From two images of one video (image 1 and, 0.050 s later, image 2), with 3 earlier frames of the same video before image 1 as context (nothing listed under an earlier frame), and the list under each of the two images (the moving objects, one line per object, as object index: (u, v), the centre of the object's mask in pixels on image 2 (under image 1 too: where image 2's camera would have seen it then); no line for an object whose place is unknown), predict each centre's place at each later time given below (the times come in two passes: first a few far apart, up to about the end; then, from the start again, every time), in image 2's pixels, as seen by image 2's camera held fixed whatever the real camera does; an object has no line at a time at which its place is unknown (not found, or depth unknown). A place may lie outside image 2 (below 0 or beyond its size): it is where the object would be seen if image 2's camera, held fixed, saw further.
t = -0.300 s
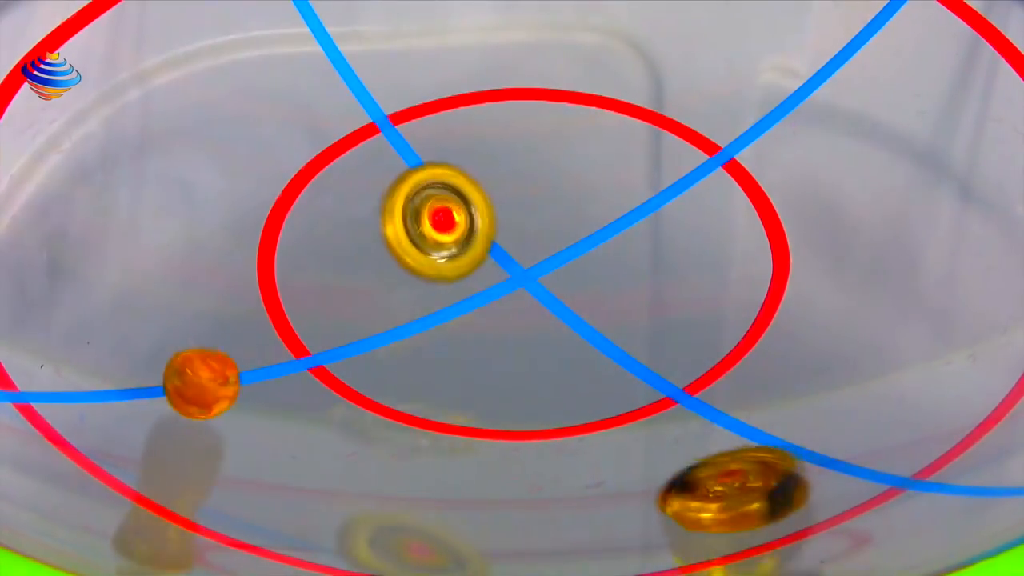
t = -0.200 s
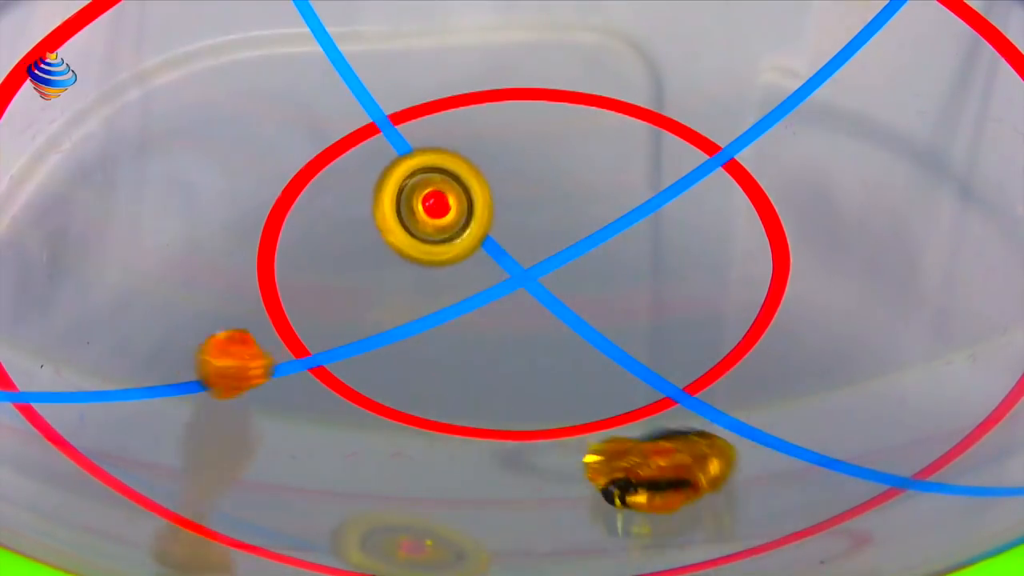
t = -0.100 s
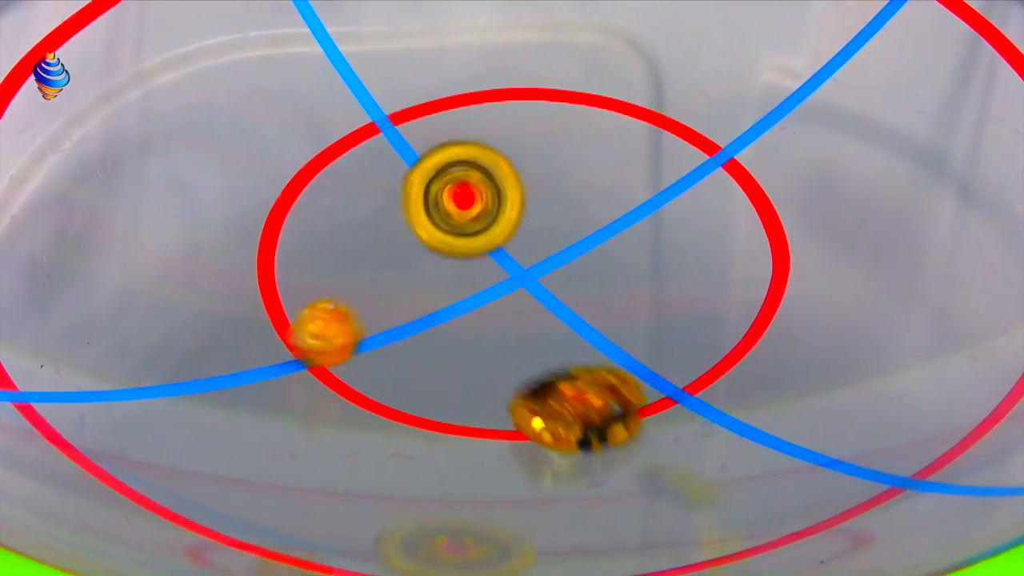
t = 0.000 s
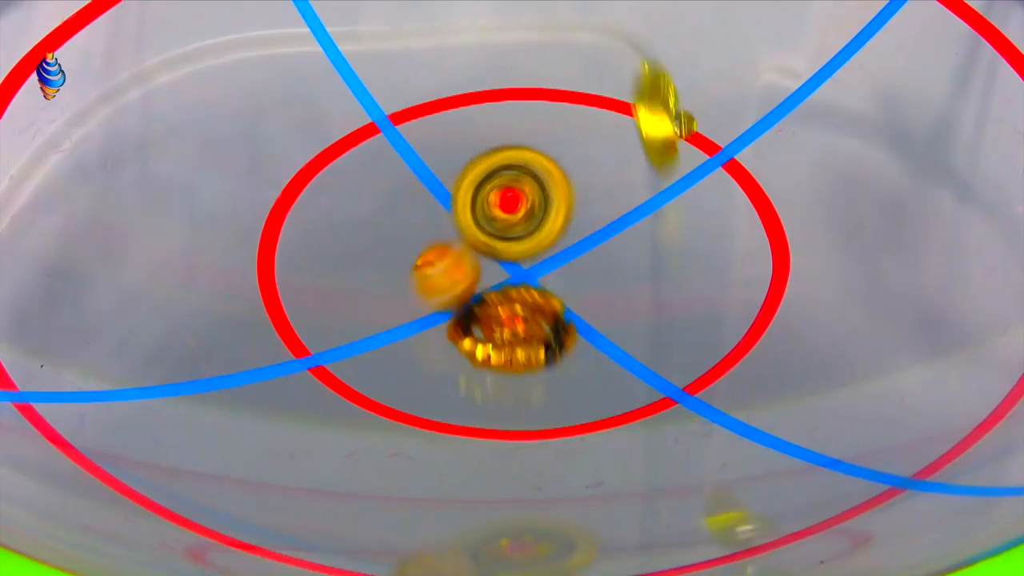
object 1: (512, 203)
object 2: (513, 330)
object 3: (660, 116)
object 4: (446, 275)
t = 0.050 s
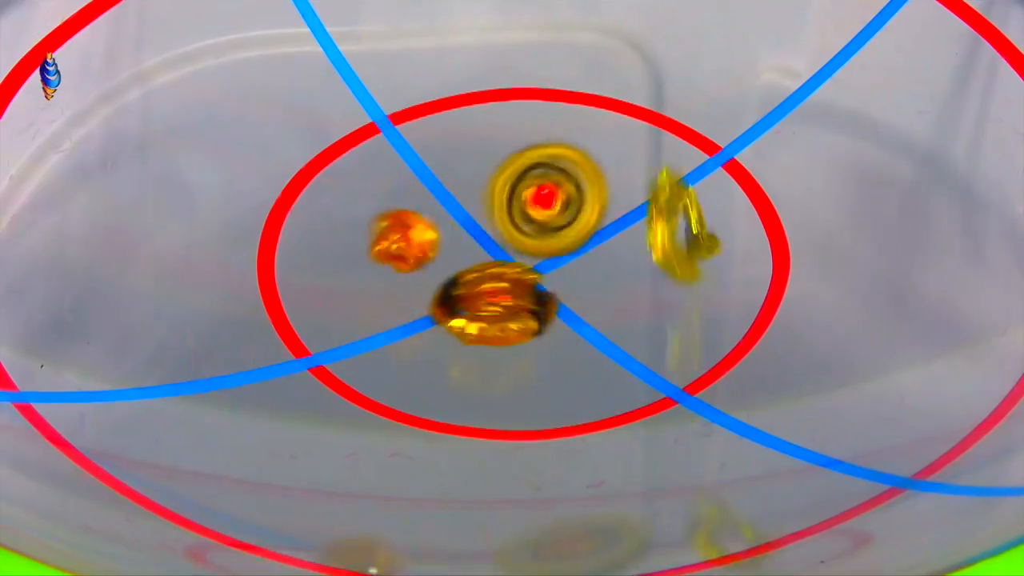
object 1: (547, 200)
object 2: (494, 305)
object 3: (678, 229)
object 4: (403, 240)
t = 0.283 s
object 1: (679, 167)
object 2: (427, 314)
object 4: (264, 207)
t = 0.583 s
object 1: (572, 240)
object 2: (438, 308)
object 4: (467, 238)
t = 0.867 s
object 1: (514, 288)
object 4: (437, 21)
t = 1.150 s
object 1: (432, 261)
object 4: (566, 59)
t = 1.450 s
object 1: (381, 221)
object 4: (613, 204)
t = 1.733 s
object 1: (415, 177)
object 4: (659, 217)
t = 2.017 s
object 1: (456, 190)
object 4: (770, 232)
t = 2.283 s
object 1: (528, 221)
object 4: (660, 246)
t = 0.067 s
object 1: (563, 195)
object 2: (481, 308)
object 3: (678, 256)
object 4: (384, 240)
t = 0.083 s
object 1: (576, 191)
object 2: (469, 313)
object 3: (678, 280)
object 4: (363, 242)
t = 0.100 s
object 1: (590, 183)
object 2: (459, 314)
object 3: (676, 315)
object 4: (346, 242)
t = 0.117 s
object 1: (602, 181)
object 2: (451, 316)
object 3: (676, 349)
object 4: (329, 234)
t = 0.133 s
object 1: (614, 177)
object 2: (443, 317)
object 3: (670, 377)
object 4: (314, 229)
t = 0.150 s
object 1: (625, 175)
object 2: (437, 318)
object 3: (661, 398)
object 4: (301, 223)
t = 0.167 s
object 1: (635, 171)
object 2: (432, 318)
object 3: (653, 424)
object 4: (290, 220)
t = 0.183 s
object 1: (645, 170)
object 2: (428, 317)
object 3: (642, 450)
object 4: (280, 216)
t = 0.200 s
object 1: (652, 167)
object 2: (426, 317)
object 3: (628, 471)
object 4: (270, 215)
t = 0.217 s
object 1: (661, 166)
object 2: (425, 316)
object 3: (615, 484)
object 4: (265, 212)
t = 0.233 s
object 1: (666, 166)
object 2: (425, 315)
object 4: (263, 211)
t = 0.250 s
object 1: (672, 165)
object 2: (426, 315)
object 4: (262, 210)
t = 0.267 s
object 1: (675, 167)
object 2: (426, 314)
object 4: (263, 209)
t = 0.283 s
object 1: (679, 167)
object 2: (427, 314)
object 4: (264, 207)
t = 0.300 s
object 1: (680, 171)
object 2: (427, 314)
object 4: (266, 207)
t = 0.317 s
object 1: (681, 171)
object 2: (428, 313)
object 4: (271, 208)
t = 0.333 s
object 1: (680, 175)
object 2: (429, 313)
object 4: (278, 208)
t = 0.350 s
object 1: (679, 178)
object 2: (429, 313)
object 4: (285, 210)
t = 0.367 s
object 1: (675, 183)
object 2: (430, 313)
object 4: (296, 213)
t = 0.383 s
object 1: (673, 186)
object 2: (430, 312)
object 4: (304, 214)
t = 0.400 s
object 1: (667, 191)
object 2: (431, 312)
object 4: (315, 218)
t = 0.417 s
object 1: (662, 196)
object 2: (431, 312)
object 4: (328, 221)
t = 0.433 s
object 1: (655, 199)
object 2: (432, 311)
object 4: (342, 223)
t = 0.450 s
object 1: (649, 205)
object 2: (433, 311)
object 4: (356, 226)
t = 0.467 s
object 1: (641, 208)
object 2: (433, 310)
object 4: (370, 229)
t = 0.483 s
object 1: (633, 215)
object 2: (434, 310)
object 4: (385, 231)
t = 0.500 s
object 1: (624, 218)
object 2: (435, 310)
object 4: (398, 233)
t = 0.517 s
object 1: (613, 224)
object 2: (436, 309)
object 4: (411, 234)
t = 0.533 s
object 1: (605, 229)
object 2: (436, 309)
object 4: (426, 235)
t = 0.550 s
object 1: (593, 233)
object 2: (437, 308)
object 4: (438, 236)
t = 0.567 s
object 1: (584, 238)
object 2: (438, 308)
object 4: (453, 237)
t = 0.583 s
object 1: (572, 240)
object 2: (438, 308)
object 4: (467, 238)
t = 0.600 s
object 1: (562, 245)
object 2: (439, 308)
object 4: (478, 239)
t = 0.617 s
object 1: (551, 247)
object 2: (440, 307)
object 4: (471, 228)
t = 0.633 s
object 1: (545, 253)
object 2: (442, 307)
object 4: (457, 215)
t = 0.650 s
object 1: (536, 257)
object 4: (442, 206)
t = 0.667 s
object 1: (528, 258)
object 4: (432, 195)
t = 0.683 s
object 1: (527, 256)
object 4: (422, 183)
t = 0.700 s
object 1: (525, 260)
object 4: (412, 171)
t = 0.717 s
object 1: (525, 268)
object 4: (404, 160)
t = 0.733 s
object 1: (524, 271)
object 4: (397, 150)
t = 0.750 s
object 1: (526, 276)
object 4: (390, 142)
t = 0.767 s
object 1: (526, 277)
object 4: (394, 117)
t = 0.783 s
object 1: (525, 281)
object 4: (399, 97)
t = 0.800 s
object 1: (525, 282)
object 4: (406, 79)
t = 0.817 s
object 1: (522, 285)
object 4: (413, 61)
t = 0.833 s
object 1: (521, 286)
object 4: (421, 44)
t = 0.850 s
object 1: (517, 287)
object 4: (429, 30)
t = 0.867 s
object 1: (514, 288)
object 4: (437, 21)
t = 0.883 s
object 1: (512, 288)
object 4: (446, 15)
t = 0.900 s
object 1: (507, 287)
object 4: (452, 10)
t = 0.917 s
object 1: (502, 287)
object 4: (460, 7)
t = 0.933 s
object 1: (497, 286)
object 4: (471, 6)
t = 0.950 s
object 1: (491, 285)
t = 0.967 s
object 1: (487, 284)
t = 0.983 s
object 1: (480, 282)
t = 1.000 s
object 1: (475, 280)
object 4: (515, 5)
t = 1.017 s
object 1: (468, 278)
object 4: (522, 5)
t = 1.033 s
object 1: (462, 276)
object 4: (528, 7)
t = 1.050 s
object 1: (456, 273)
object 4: (534, 10)
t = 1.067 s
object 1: (451, 271)
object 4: (541, 14)
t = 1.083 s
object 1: (447, 270)
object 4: (547, 20)
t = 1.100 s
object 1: (443, 269)
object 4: (551, 26)
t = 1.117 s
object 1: (439, 267)
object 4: (557, 36)
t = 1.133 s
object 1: (436, 264)
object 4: (561, 48)
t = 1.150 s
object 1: (432, 261)
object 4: (566, 59)
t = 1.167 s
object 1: (428, 259)
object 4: (569, 73)
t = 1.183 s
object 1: (424, 255)
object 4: (573, 87)
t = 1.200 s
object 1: (420, 251)
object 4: (576, 102)
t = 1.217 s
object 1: (419, 248)
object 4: (579, 116)
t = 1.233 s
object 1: (412, 242)
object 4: (580, 131)
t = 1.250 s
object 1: (406, 240)
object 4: (582, 143)
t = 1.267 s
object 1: (401, 241)
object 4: (585, 151)
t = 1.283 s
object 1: (395, 240)
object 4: (588, 158)
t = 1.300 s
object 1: (392, 239)
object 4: (592, 163)
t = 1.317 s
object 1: (390, 237)
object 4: (598, 169)
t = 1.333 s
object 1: (388, 236)
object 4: (604, 173)
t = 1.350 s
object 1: (385, 234)
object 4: (607, 178)
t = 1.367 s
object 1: (383, 232)
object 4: (611, 183)
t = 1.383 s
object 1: (383, 230)
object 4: (613, 188)
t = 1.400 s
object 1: (381, 228)
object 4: (614, 192)
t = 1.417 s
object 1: (381, 226)
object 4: (614, 196)
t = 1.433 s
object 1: (381, 224)
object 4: (614, 200)
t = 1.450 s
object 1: (381, 221)
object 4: (613, 204)
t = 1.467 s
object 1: (383, 219)
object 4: (612, 207)
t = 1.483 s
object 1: (383, 217)
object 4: (611, 211)
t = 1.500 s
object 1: (385, 215)
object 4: (609, 213)
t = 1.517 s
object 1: (388, 213)
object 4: (607, 215)
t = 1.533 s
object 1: (389, 210)
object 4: (606, 215)
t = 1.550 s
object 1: (391, 208)
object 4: (605, 215)
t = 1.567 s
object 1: (395, 207)
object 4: (604, 215)
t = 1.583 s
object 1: (399, 204)
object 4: (603, 215)
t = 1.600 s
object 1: (403, 202)
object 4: (603, 215)
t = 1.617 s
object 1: (406, 200)
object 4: (603, 215)
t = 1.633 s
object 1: (411, 198)
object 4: (603, 215)
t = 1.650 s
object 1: (417, 196)
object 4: (603, 215)
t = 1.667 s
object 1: (420, 193)
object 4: (603, 215)
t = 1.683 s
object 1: (420, 186)
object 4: (603, 215)
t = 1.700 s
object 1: (418, 179)
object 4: (609, 214)
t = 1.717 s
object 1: (417, 175)
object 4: (634, 216)
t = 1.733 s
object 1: (415, 177)
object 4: (659, 217)
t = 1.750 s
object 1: (415, 174)
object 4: (682, 219)
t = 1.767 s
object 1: (417, 172)
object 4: (701, 219)
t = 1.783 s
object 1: (416, 172)
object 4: (718, 220)
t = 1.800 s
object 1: (417, 172)
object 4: (733, 221)
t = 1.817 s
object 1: (421, 171)
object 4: (749, 222)
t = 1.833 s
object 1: (421, 171)
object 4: (761, 223)
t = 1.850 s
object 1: (423, 171)
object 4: (771, 224)
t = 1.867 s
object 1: (427, 173)
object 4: (778, 225)
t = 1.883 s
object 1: (430, 174)
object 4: (782, 227)
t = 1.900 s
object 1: (432, 175)
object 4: (784, 228)
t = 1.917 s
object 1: (436, 178)
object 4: (784, 229)
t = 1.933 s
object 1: (440, 179)
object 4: (784, 229)
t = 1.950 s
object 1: (444, 181)
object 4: (782, 230)
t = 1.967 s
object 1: (449, 184)
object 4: (780, 230)
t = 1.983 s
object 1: (453, 186)
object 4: (778, 231)
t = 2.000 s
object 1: (455, 187)
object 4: (774, 231)
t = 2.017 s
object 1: (456, 190)
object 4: (770, 232)
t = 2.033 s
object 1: (459, 192)
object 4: (765, 233)
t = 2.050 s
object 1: (463, 194)
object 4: (760, 234)
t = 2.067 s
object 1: (465, 196)
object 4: (755, 235)
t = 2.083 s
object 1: (470, 200)
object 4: (748, 236)
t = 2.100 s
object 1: (475, 201)
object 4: (741, 237)
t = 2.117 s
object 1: (478, 203)
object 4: (735, 238)
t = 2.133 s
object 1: (485, 207)
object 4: (728, 239)
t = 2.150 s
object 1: (490, 208)
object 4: (720, 240)
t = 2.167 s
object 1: (495, 210)
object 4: (712, 241)
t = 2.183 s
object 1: (501, 213)
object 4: (705, 242)
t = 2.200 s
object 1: (508, 214)
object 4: (697, 242)
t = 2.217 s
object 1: (512, 215)
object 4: (689, 243)
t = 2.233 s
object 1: (518, 218)
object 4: (681, 244)
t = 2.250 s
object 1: (523, 220)
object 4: (674, 244)
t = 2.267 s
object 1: (526, 220)
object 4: (667, 245)
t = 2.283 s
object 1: (528, 221)
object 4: (660, 246)
